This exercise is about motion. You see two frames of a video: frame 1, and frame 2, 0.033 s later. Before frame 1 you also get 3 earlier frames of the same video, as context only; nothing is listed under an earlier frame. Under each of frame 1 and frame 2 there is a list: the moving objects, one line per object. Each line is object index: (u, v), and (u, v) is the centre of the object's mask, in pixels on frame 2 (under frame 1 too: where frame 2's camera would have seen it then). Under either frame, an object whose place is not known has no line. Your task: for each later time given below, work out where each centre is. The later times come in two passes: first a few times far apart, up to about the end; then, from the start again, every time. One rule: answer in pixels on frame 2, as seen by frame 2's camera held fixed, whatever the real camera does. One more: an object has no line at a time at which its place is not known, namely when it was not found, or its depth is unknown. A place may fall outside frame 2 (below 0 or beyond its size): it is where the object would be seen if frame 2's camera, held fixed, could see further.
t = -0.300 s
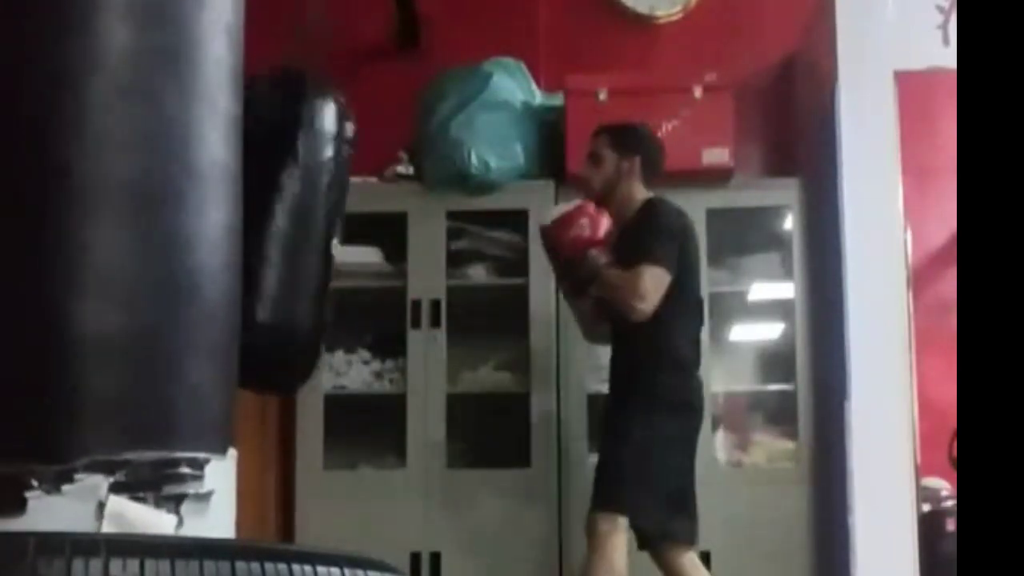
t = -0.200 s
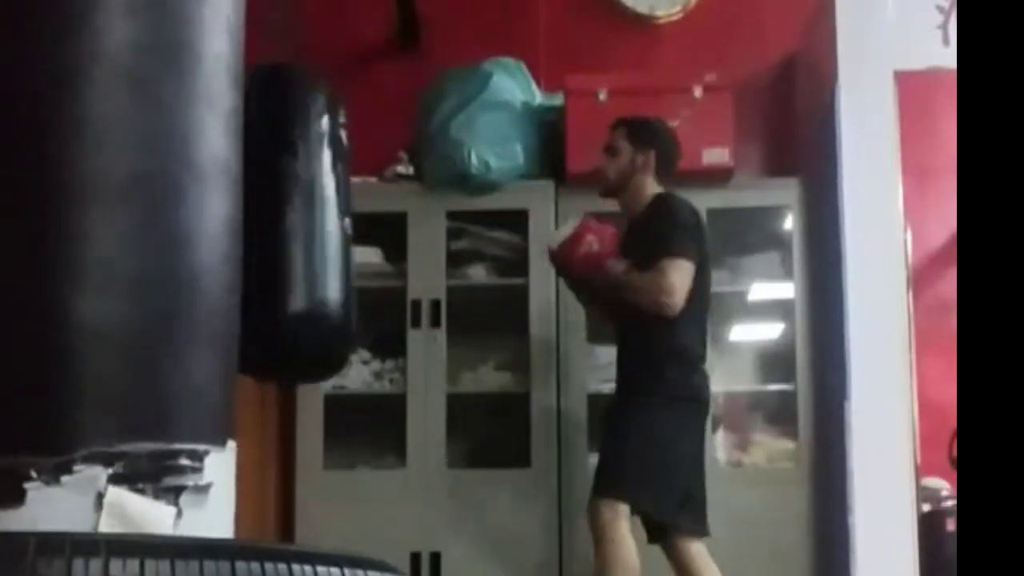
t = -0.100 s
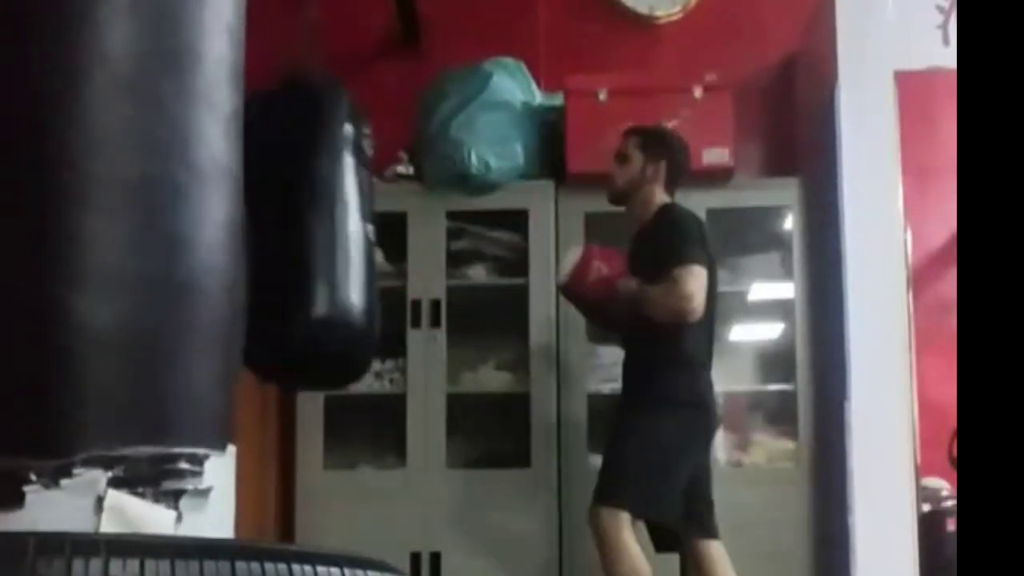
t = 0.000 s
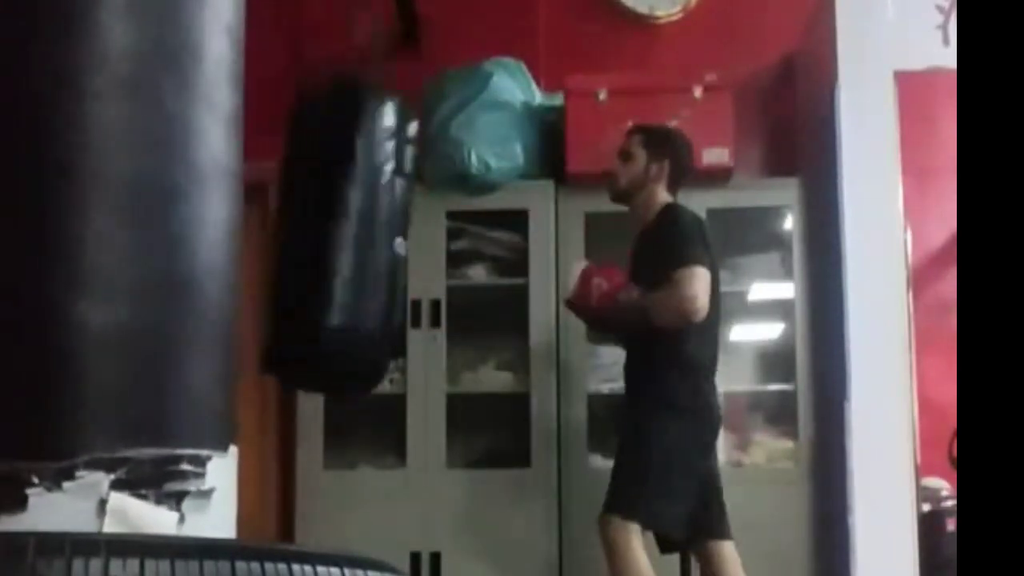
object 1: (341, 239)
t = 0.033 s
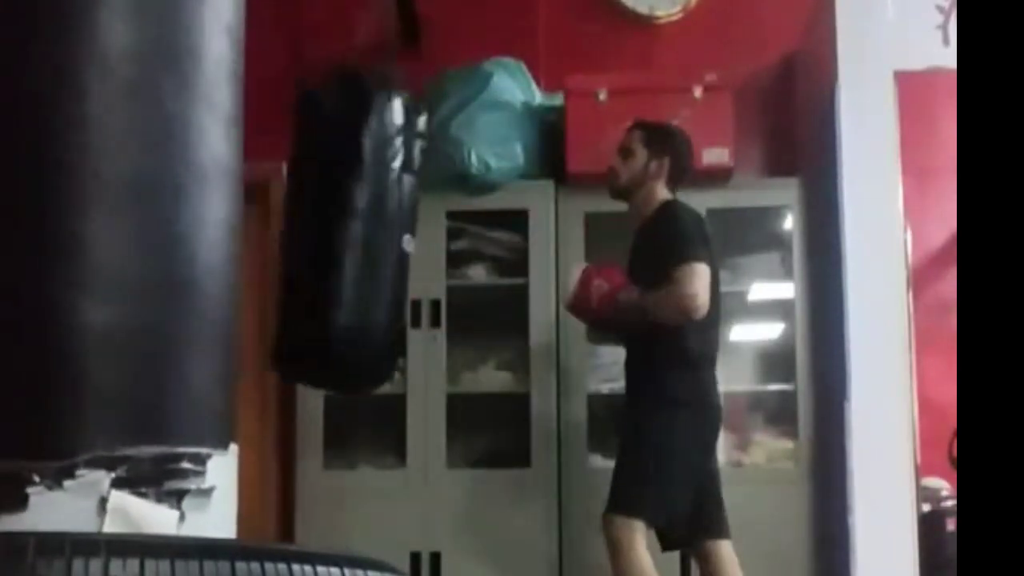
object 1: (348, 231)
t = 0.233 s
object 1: (384, 250)
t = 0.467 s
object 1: (419, 251)
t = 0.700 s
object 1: (417, 259)
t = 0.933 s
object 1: (392, 261)
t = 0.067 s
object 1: (355, 230)
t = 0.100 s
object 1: (362, 231)
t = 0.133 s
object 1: (368, 234)
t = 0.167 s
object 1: (374, 240)
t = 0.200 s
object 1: (379, 248)
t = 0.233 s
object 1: (384, 250)
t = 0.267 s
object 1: (390, 250)
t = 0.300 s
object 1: (394, 249)
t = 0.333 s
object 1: (400, 249)
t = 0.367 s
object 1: (406, 251)
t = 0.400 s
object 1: (411, 252)
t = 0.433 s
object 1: (415, 253)
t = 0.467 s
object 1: (419, 251)
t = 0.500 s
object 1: (420, 249)
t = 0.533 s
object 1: (420, 247)
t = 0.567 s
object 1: (419, 248)
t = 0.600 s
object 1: (418, 249)
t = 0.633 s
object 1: (418, 254)
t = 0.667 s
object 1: (418, 257)
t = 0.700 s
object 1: (417, 259)
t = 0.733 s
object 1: (417, 257)
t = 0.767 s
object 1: (415, 257)
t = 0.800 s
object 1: (412, 256)
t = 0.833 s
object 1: (409, 257)
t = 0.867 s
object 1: (405, 259)
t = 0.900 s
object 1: (400, 261)
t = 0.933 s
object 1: (392, 261)
